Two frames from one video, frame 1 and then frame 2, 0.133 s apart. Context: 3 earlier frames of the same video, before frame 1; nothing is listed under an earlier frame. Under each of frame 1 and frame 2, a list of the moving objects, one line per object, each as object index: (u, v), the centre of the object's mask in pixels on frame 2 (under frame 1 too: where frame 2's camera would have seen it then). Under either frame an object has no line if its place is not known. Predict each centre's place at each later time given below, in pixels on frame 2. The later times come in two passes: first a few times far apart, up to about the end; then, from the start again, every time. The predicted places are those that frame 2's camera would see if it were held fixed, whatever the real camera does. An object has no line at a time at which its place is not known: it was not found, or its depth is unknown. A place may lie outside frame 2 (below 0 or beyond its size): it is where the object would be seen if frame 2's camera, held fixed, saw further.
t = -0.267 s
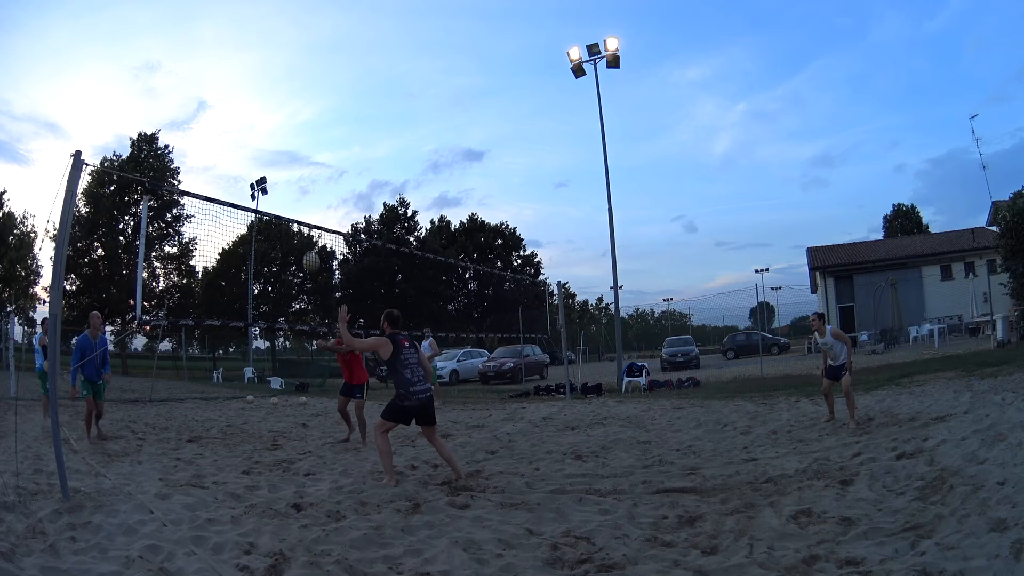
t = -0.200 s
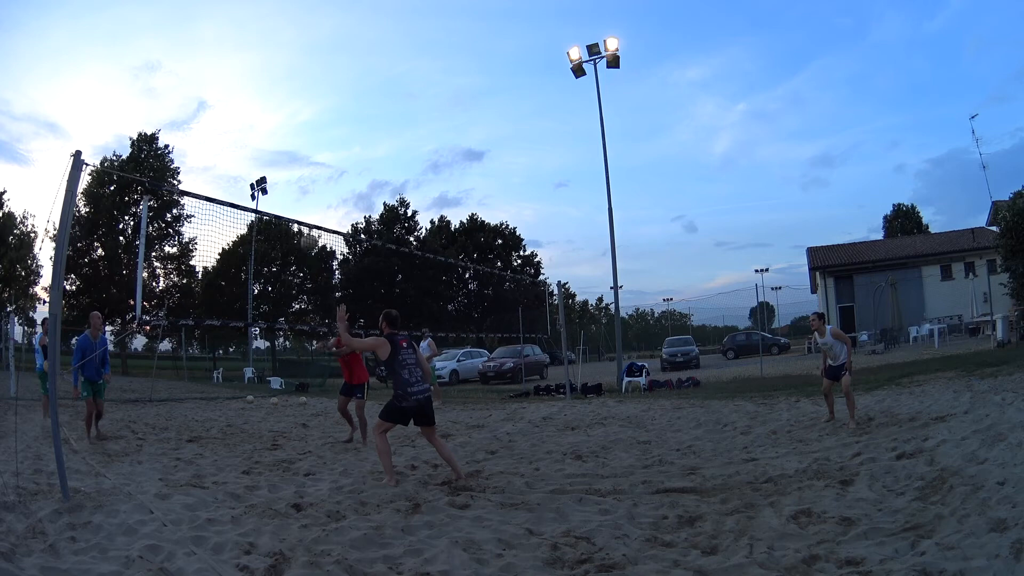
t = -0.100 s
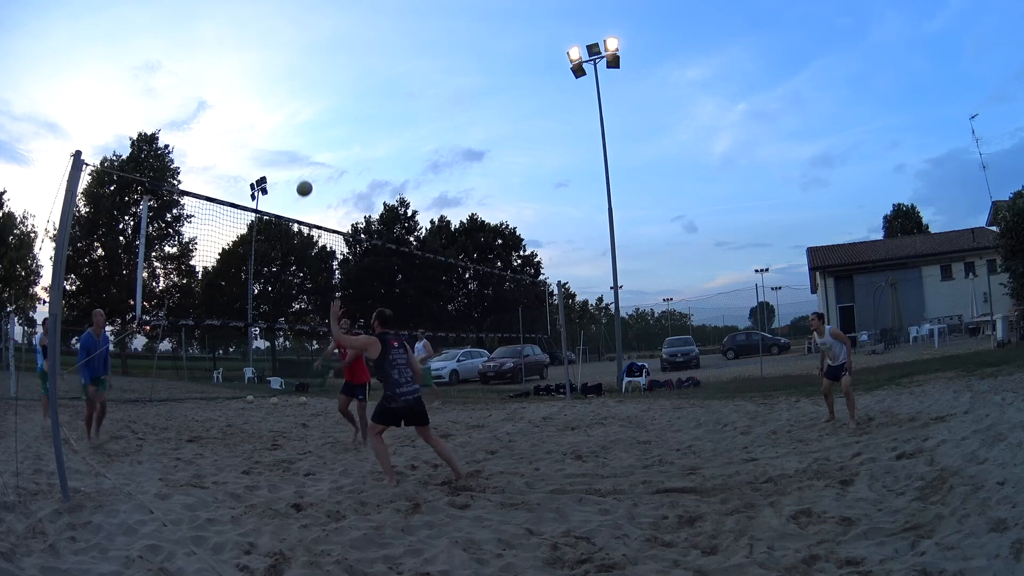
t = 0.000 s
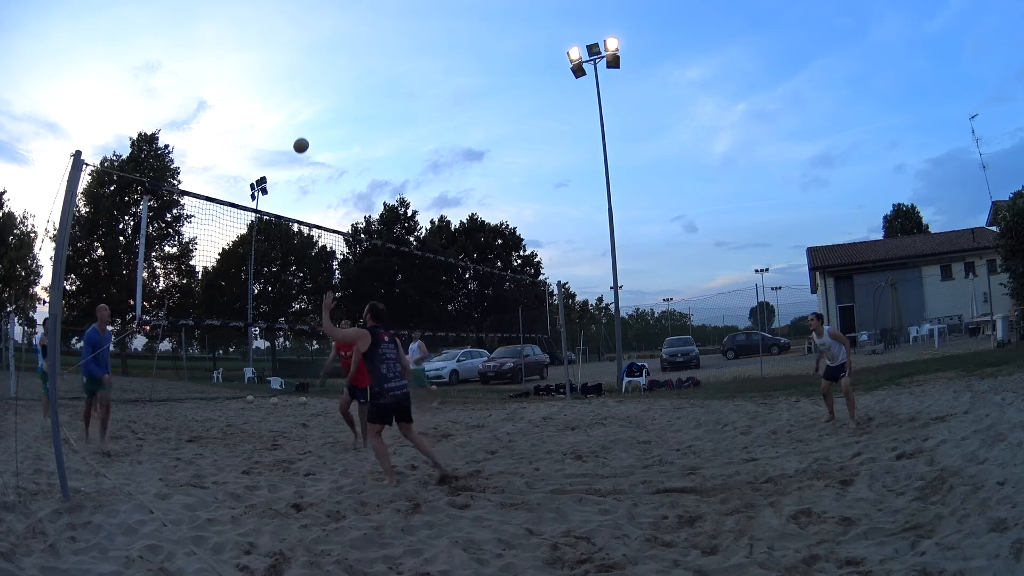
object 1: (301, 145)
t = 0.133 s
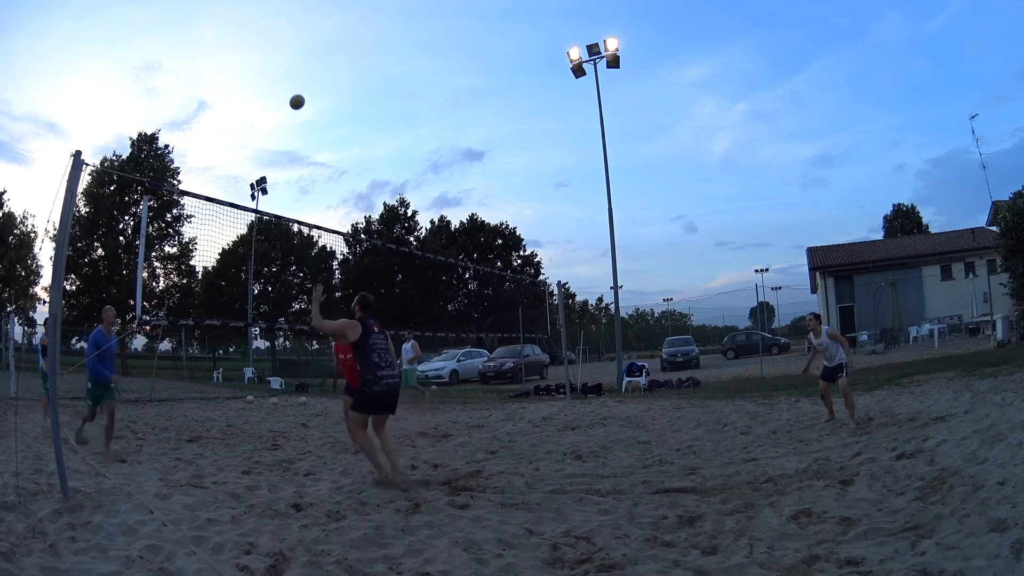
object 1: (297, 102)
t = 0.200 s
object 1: (295, 85)
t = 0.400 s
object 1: (286, 54)
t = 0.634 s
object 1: (270, 46)
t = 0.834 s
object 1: (249, 66)
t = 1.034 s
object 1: (221, 115)
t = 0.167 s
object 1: (296, 93)
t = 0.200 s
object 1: (295, 85)
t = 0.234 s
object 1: (294, 78)
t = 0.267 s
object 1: (292, 72)
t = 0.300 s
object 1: (291, 67)
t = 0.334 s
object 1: (289, 62)
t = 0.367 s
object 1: (288, 57)
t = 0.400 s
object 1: (286, 54)
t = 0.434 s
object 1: (284, 51)
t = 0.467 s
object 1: (282, 49)
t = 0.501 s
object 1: (280, 47)
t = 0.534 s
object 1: (277, 46)
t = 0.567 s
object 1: (275, 45)
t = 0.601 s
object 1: (272, 46)
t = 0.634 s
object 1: (270, 46)
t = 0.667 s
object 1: (266, 48)
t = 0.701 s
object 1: (263, 50)
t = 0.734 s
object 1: (260, 53)
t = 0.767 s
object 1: (256, 56)
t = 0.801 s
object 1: (253, 60)
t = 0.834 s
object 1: (249, 66)
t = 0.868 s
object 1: (245, 72)
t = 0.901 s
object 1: (240, 78)
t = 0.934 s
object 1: (236, 86)
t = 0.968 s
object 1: (231, 94)
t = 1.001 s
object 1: (226, 104)
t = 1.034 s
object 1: (221, 115)
